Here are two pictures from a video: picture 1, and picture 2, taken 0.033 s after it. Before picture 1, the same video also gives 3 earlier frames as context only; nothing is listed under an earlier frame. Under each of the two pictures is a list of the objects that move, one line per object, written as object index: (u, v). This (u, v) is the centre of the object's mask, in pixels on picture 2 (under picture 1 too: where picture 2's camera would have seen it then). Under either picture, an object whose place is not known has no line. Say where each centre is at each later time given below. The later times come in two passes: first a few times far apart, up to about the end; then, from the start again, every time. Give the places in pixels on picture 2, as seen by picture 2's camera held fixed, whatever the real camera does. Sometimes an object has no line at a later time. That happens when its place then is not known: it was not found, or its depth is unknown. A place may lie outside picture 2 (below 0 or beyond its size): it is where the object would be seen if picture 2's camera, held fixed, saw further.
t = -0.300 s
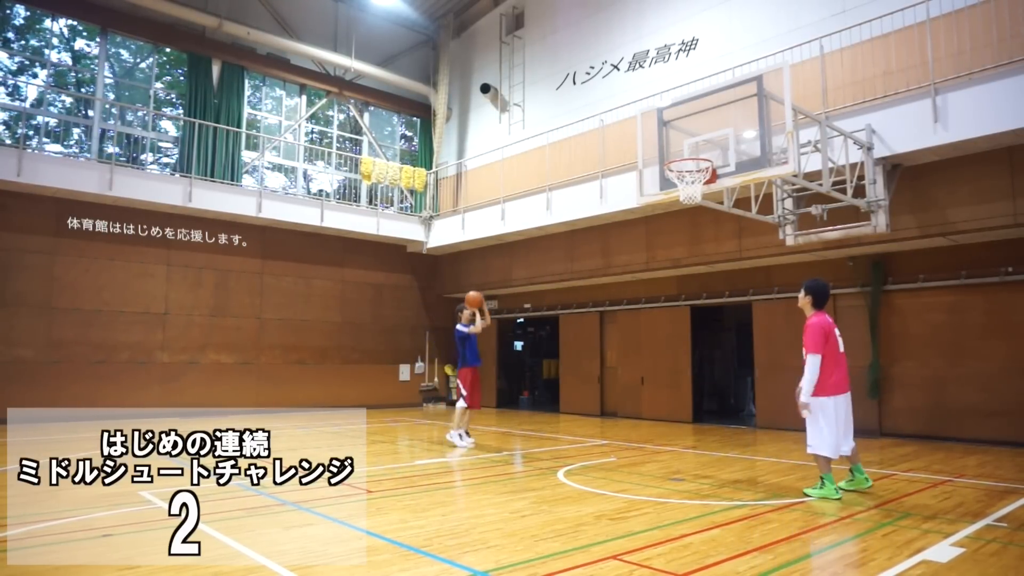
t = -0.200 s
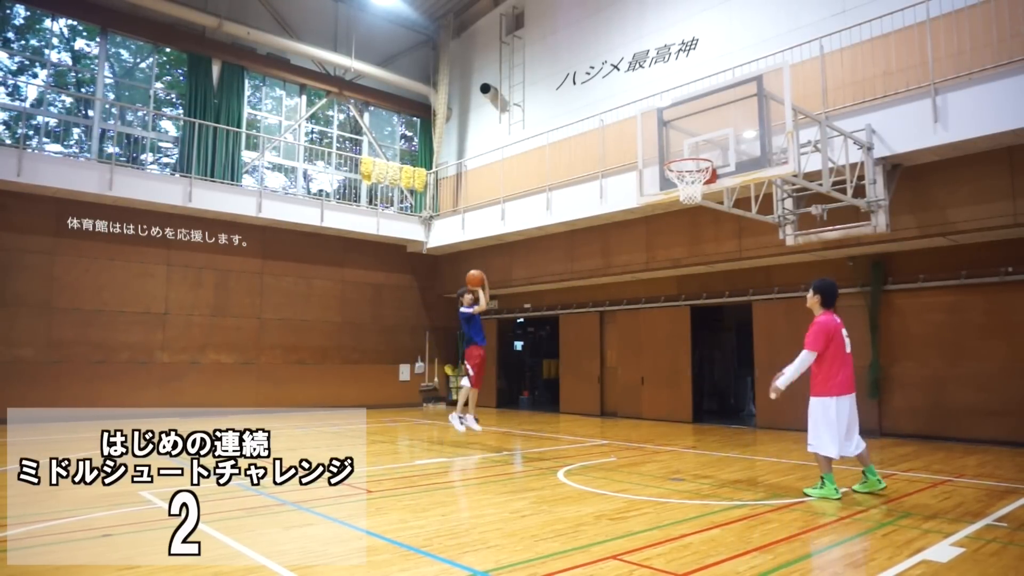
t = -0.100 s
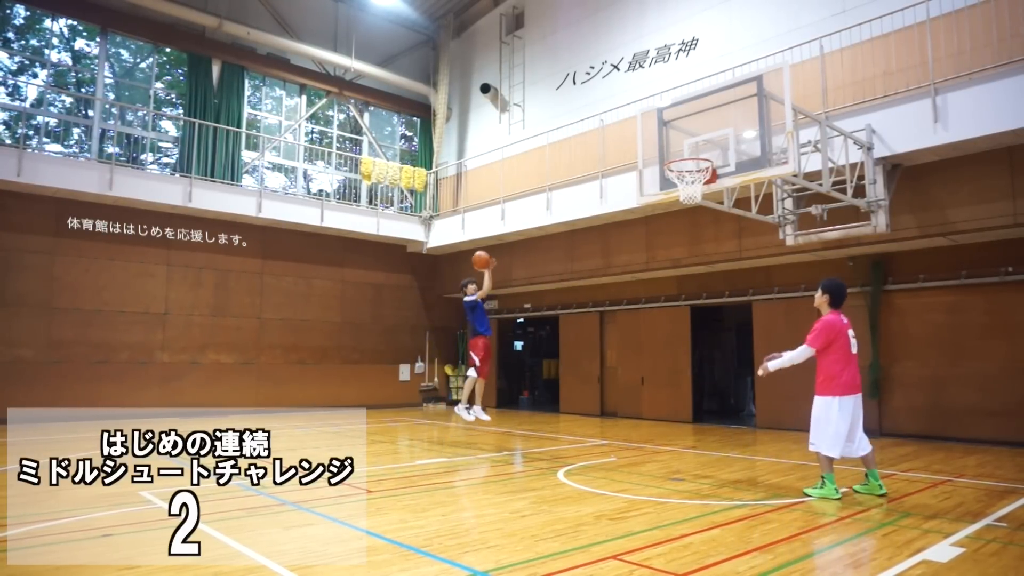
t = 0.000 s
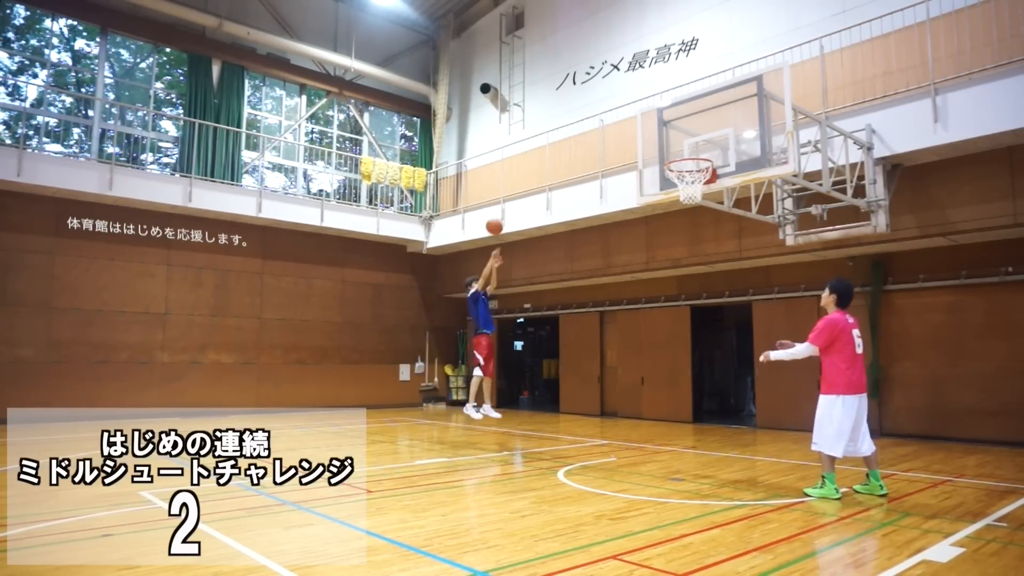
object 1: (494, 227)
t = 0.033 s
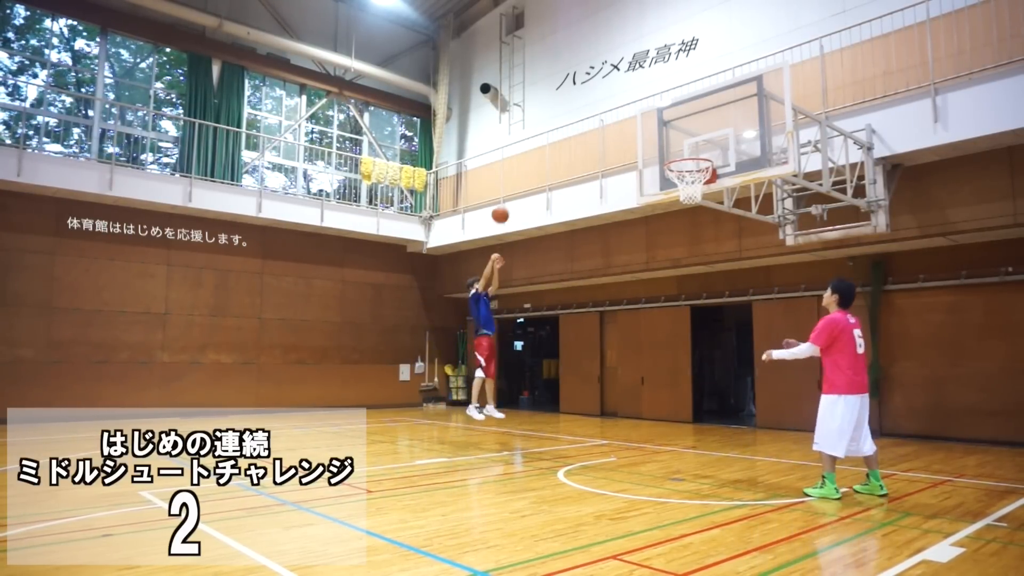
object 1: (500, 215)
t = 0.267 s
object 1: (544, 149)
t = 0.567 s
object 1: (608, 118)
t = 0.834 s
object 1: (677, 152)
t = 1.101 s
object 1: (694, 192)
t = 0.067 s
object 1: (506, 204)
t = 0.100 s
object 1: (512, 193)
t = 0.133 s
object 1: (518, 183)
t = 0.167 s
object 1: (524, 174)
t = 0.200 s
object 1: (531, 165)
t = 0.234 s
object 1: (538, 156)
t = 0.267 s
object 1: (544, 149)
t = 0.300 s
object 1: (551, 143)
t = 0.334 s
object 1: (557, 137)
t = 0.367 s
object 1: (564, 132)
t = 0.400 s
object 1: (571, 128)
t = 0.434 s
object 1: (579, 124)
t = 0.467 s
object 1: (586, 121)
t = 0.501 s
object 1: (593, 120)
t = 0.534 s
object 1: (601, 118)
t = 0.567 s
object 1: (608, 118)
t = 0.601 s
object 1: (616, 119)
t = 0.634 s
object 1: (625, 121)
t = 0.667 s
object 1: (633, 124)
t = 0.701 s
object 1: (641, 127)
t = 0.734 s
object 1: (650, 132)
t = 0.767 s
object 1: (659, 138)
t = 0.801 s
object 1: (668, 145)
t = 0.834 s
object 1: (677, 152)
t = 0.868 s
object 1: (688, 163)
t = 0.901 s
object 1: (699, 174)
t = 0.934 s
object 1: (704, 180)
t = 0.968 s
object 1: (701, 182)
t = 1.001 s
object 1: (699, 182)
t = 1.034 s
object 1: (697, 184)
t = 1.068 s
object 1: (696, 187)
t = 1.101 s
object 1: (694, 192)
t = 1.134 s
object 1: (692, 198)
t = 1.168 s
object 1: (691, 204)
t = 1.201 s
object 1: (689, 213)
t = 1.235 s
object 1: (687, 222)
